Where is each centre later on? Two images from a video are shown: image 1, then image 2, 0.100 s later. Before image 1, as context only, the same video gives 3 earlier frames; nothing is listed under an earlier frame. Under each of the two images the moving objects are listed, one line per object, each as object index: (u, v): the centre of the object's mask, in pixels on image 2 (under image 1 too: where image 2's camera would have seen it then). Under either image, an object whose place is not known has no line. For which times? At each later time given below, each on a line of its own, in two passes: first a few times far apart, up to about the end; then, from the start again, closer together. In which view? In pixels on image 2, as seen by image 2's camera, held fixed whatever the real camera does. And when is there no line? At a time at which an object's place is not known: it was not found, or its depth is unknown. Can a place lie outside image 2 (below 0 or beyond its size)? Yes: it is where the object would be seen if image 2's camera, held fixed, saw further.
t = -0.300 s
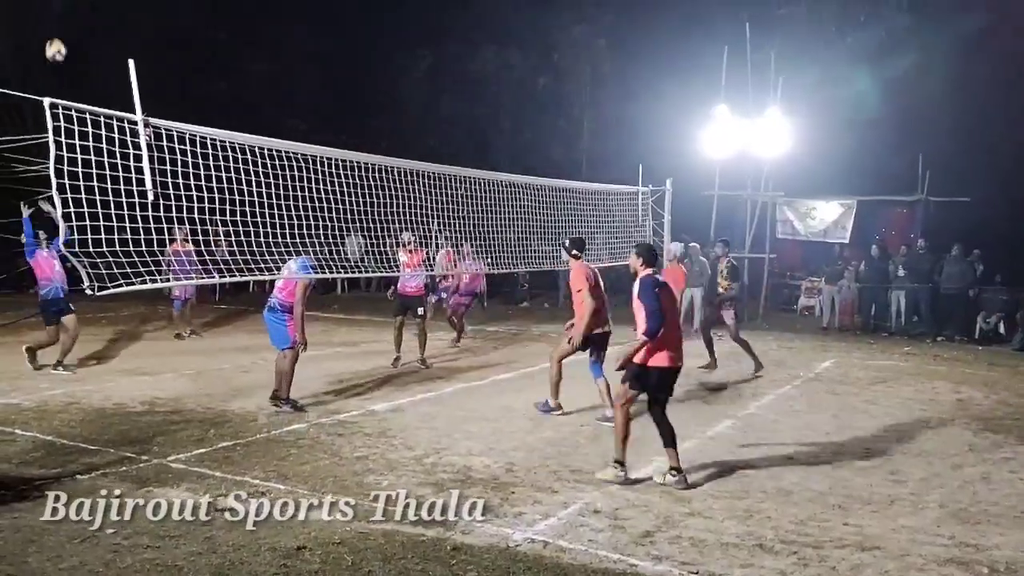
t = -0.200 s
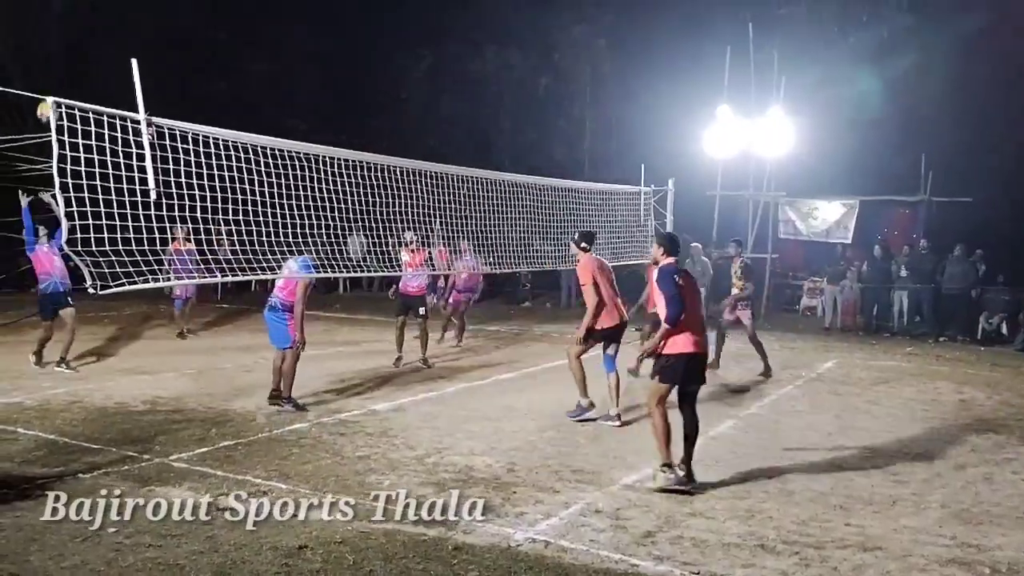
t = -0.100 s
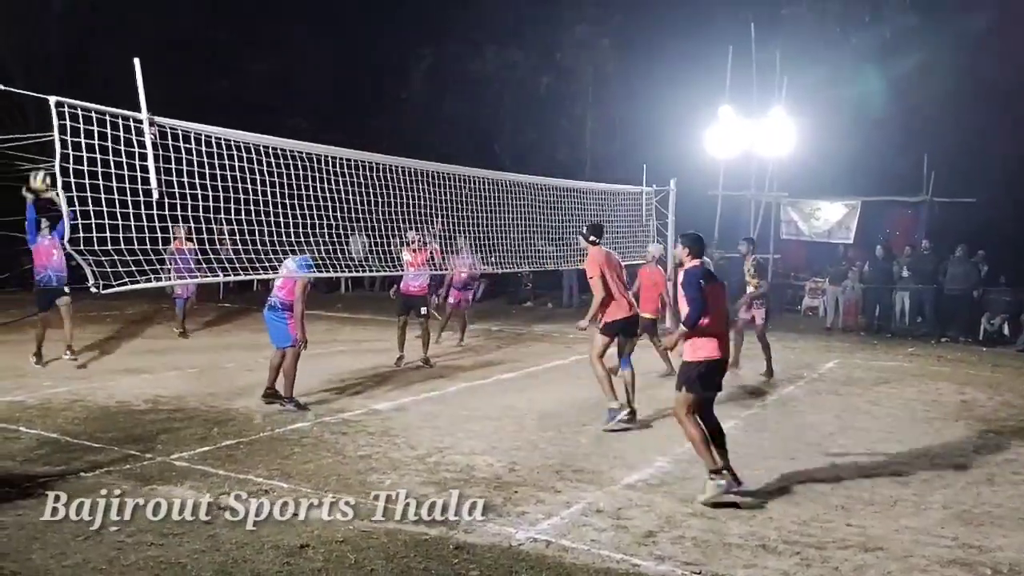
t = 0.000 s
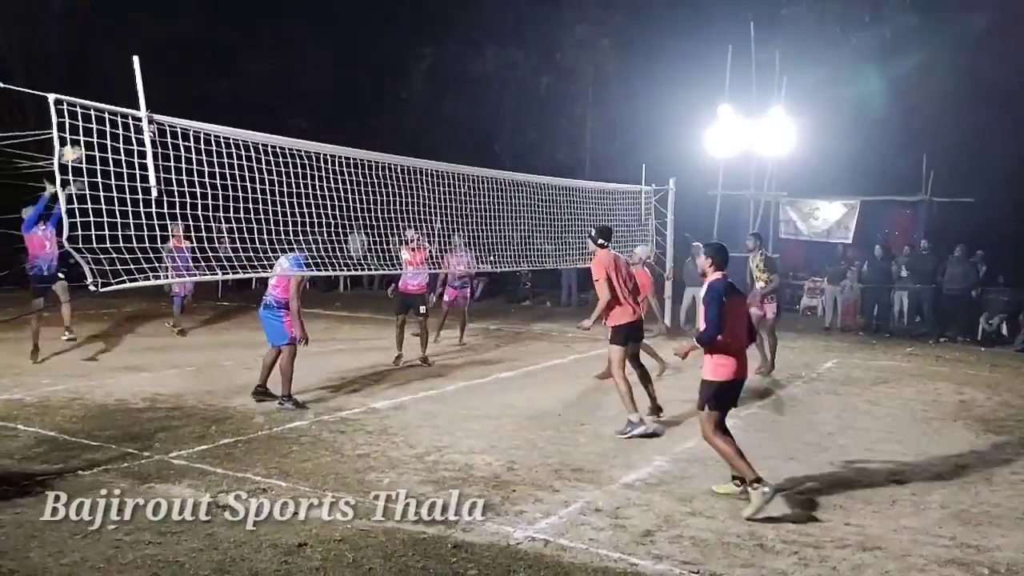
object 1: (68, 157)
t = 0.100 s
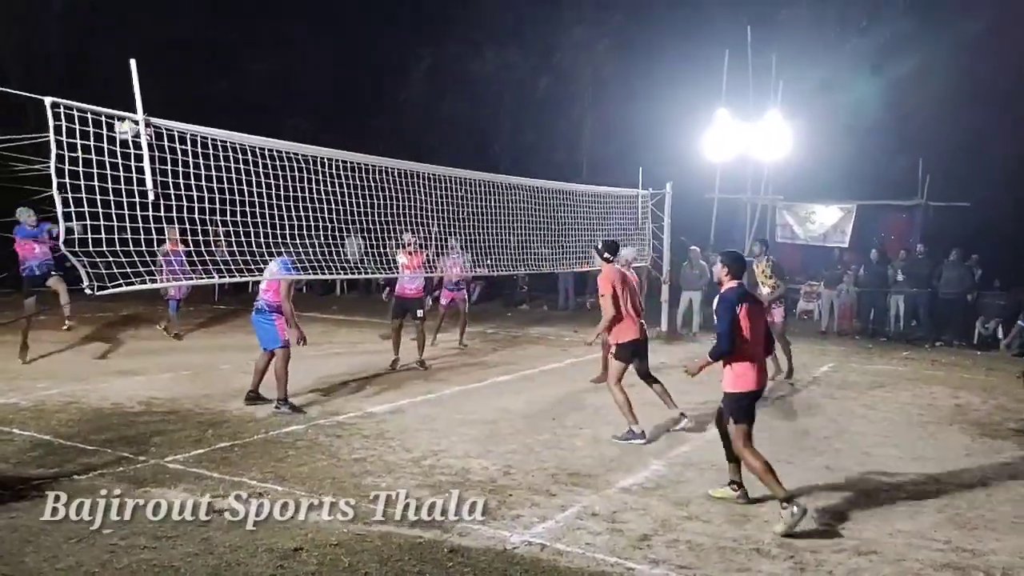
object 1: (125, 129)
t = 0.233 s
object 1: (206, 104)
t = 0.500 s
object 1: (387, 100)
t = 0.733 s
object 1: (573, 159)
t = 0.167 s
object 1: (166, 113)
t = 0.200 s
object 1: (186, 109)
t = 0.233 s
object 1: (206, 104)
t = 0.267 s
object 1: (227, 100)
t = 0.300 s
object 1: (248, 97)
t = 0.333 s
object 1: (271, 95)
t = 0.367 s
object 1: (293, 94)
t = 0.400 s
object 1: (316, 94)
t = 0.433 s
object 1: (341, 94)
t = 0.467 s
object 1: (364, 96)
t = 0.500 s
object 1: (387, 100)
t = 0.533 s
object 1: (412, 104)
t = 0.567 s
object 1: (436, 110)
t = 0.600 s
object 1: (463, 117)
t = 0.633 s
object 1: (490, 126)
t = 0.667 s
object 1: (517, 137)
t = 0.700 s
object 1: (544, 147)
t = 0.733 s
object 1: (573, 159)
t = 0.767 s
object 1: (604, 174)
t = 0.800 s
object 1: (635, 190)
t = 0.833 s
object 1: (663, 208)
